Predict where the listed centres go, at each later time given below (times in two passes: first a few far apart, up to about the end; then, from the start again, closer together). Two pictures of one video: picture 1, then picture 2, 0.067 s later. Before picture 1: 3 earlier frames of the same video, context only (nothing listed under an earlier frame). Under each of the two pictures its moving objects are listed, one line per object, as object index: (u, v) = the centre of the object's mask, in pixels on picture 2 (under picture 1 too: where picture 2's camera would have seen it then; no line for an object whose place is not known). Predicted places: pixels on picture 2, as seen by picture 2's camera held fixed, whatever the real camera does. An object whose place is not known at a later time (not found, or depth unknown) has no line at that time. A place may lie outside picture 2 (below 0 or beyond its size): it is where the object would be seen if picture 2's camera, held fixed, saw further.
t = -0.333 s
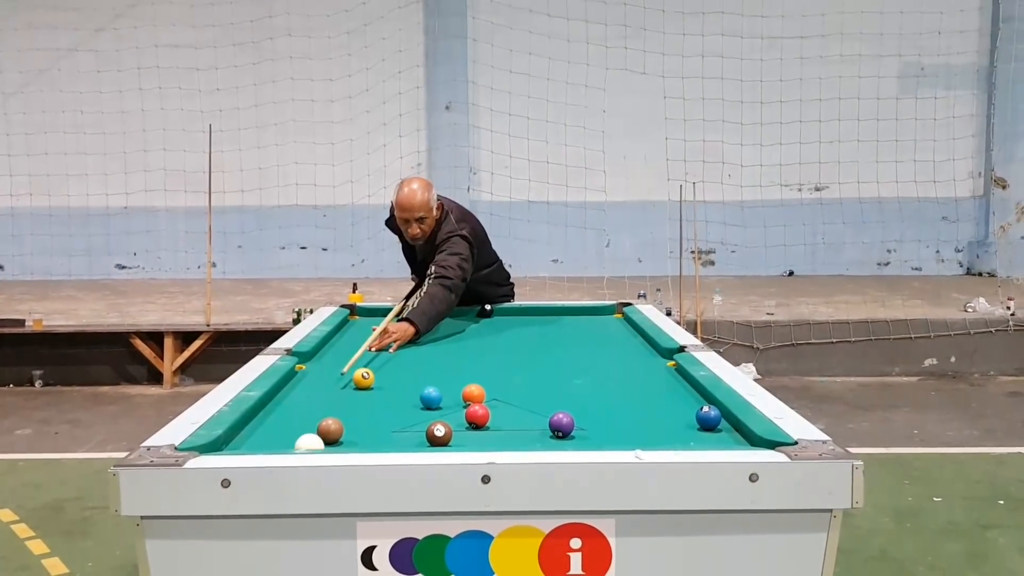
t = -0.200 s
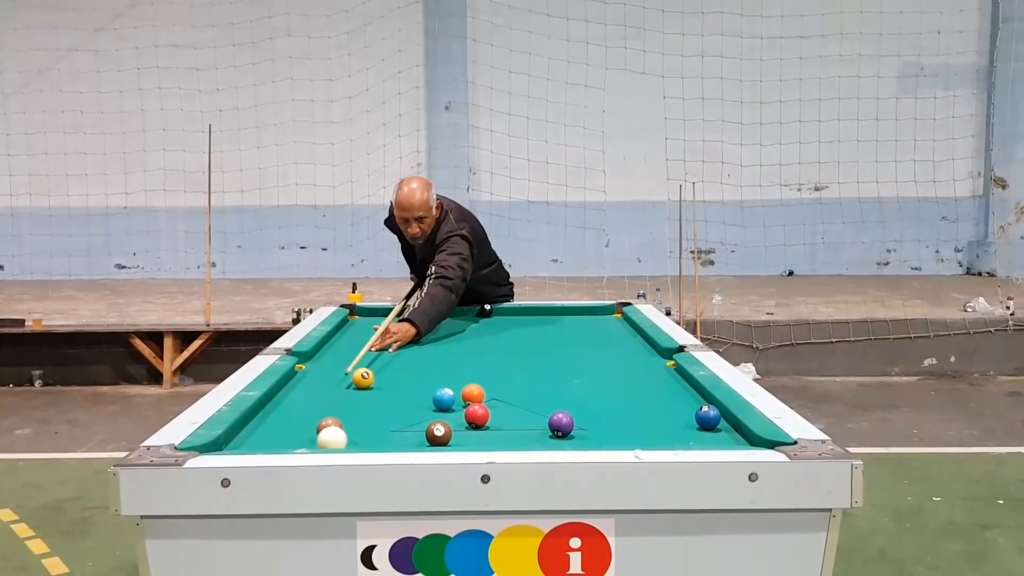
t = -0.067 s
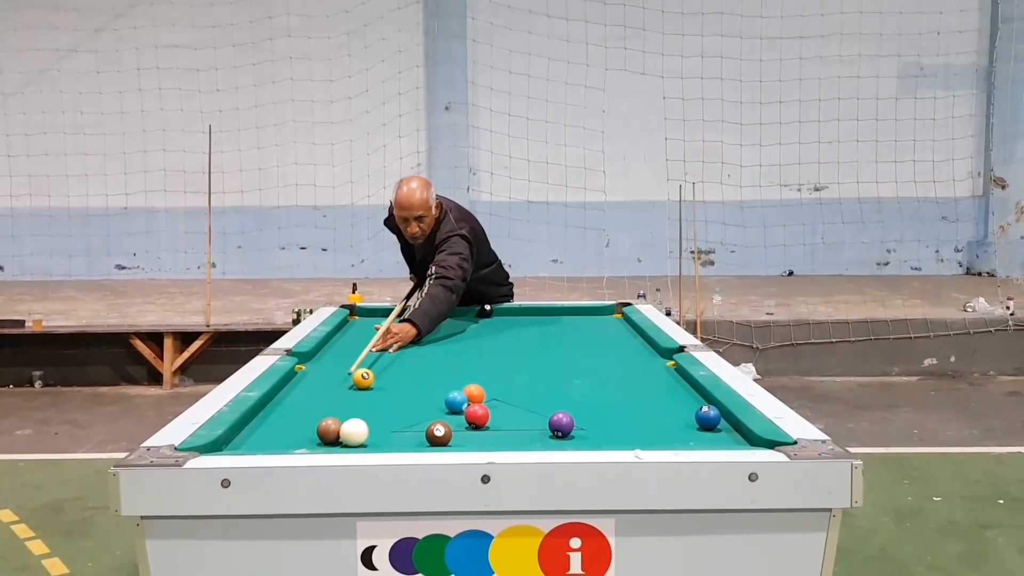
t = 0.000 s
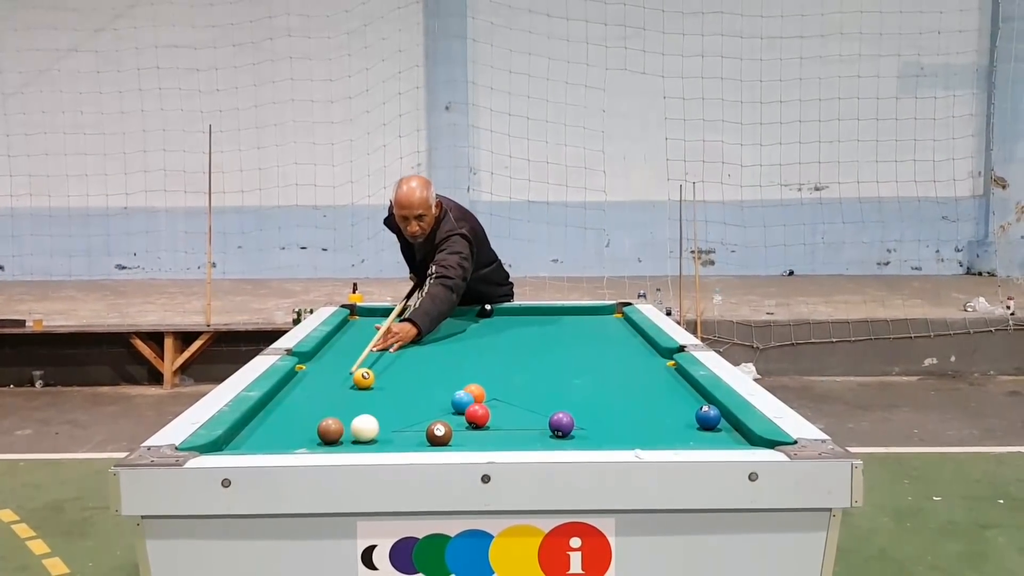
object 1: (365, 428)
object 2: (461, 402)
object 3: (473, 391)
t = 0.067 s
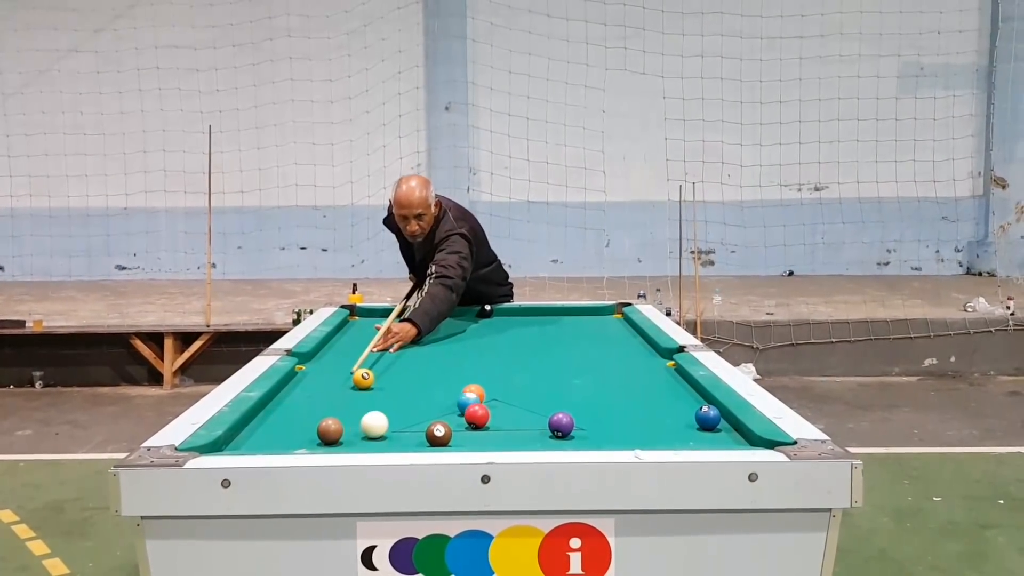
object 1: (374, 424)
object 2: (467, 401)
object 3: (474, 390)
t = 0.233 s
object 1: (397, 415)
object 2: (486, 403)
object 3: (471, 393)
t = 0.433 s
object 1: (422, 405)
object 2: (501, 409)
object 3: (473, 394)
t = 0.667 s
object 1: (447, 395)
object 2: (520, 412)
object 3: (473, 394)
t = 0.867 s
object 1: (459, 388)
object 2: (536, 415)
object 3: (483, 394)
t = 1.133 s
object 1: (472, 379)
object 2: (551, 413)
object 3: (494, 395)
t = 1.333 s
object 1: (480, 374)
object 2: (569, 412)
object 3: (502, 395)
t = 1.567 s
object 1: (489, 368)
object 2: (579, 417)
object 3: (509, 395)
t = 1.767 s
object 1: (497, 363)
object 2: (584, 418)
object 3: (513, 395)
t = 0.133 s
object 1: (384, 420)
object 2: (473, 401)
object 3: (472, 391)
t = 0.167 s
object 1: (388, 419)
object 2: (477, 401)
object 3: (471, 391)
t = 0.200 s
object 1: (393, 417)
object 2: (481, 401)
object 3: (471, 392)
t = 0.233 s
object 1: (397, 415)
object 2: (486, 403)
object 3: (471, 393)
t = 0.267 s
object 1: (402, 413)
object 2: (489, 404)
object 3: (472, 393)
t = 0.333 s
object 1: (410, 410)
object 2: (494, 407)
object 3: (473, 394)
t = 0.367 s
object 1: (414, 408)
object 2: (496, 407)
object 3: (473, 394)
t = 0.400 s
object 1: (418, 407)
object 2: (499, 408)
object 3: (473, 394)
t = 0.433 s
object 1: (422, 405)
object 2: (501, 409)
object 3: (473, 394)
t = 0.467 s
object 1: (426, 404)
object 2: (504, 409)
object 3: (473, 394)
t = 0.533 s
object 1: (433, 401)
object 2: (509, 410)
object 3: (473, 394)
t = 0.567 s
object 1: (437, 399)
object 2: (512, 411)
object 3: (473, 394)
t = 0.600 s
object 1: (440, 398)
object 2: (515, 412)
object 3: (473, 394)
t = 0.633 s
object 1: (444, 397)
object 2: (517, 412)
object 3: (473, 394)
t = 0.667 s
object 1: (447, 395)
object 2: (520, 412)
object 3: (473, 394)
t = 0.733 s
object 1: (452, 393)
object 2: (525, 413)
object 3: (476, 394)
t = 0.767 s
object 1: (454, 391)
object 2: (528, 414)
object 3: (478, 394)
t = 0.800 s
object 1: (455, 390)
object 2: (531, 414)
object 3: (480, 394)
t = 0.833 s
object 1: (457, 389)
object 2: (533, 415)
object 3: (481, 394)
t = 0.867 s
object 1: (459, 388)
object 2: (536, 415)
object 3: (483, 394)
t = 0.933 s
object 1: (462, 386)
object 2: (540, 416)
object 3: (487, 395)
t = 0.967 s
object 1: (464, 385)
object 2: (542, 416)
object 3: (487, 395)
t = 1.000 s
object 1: (465, 383)
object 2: (544, 416)
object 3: (488, 395)
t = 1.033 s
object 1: (467, 382)
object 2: (545, 416)
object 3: (490, 395)
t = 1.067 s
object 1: (469, 382)
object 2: (547, 416)
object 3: (491, 395)
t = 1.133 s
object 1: (472, 379)
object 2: (551, 413)
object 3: (494, 395)
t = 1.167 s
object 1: (473, 378)
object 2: (553, 412)
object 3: (496, 395)
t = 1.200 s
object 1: (475, 377)
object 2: (557, 412)
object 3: (497, 395)
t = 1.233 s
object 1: (476, 377)
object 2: (560, 411)
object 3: (498, 395)
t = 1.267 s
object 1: (478, 376)
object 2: (563, 411)
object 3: (499, 395)
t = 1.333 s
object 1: (480, 374)
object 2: (569, 412)
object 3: (502, 395)
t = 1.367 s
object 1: (482, 373)
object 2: (571, 413)
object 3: (503, 395)
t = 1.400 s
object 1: (483, 372)
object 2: (573, 414)
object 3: (504, 395)
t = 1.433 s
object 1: (484, 371)
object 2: (574, 415)
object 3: (505, 395)
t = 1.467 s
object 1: (485, 370)
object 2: (576, 416)
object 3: (506, 395)
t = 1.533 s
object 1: (488, 369)
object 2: (578, 417)
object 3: (508, 395)
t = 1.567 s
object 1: (489, 368)
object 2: (579, 417)
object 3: (509, 395)
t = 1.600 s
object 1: (490, 367)
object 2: (580, 418)
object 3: (509, 395)
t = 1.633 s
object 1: (492, 366)
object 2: (581, 418)
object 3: (510, 395)
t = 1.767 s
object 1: (497, 363)
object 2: (584, 418)
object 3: (513, 395)
